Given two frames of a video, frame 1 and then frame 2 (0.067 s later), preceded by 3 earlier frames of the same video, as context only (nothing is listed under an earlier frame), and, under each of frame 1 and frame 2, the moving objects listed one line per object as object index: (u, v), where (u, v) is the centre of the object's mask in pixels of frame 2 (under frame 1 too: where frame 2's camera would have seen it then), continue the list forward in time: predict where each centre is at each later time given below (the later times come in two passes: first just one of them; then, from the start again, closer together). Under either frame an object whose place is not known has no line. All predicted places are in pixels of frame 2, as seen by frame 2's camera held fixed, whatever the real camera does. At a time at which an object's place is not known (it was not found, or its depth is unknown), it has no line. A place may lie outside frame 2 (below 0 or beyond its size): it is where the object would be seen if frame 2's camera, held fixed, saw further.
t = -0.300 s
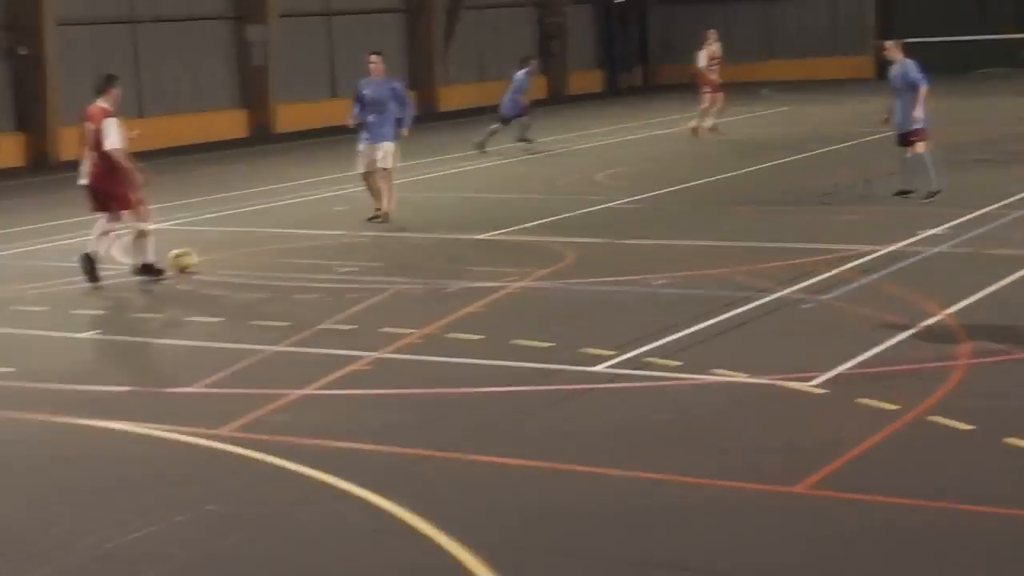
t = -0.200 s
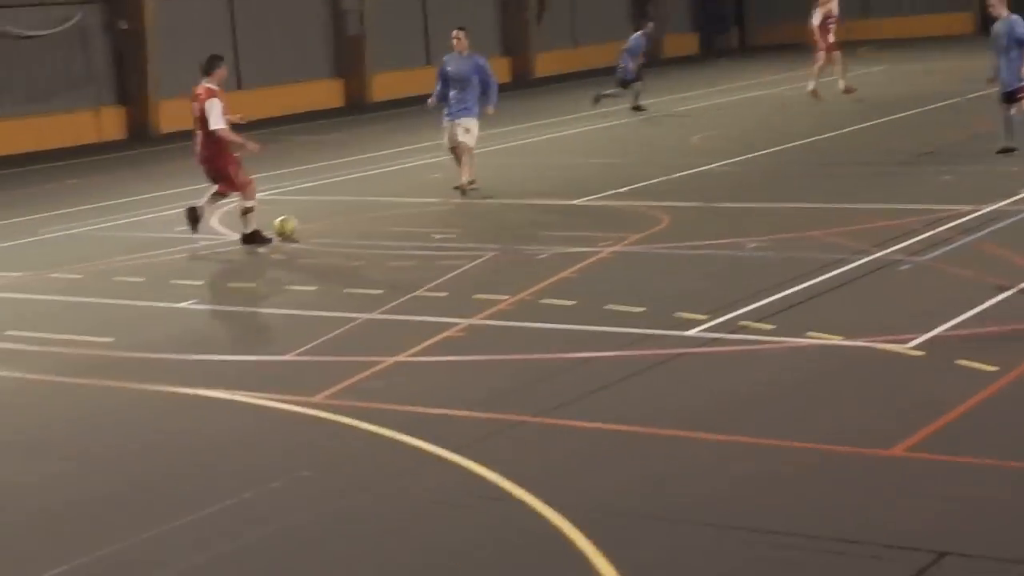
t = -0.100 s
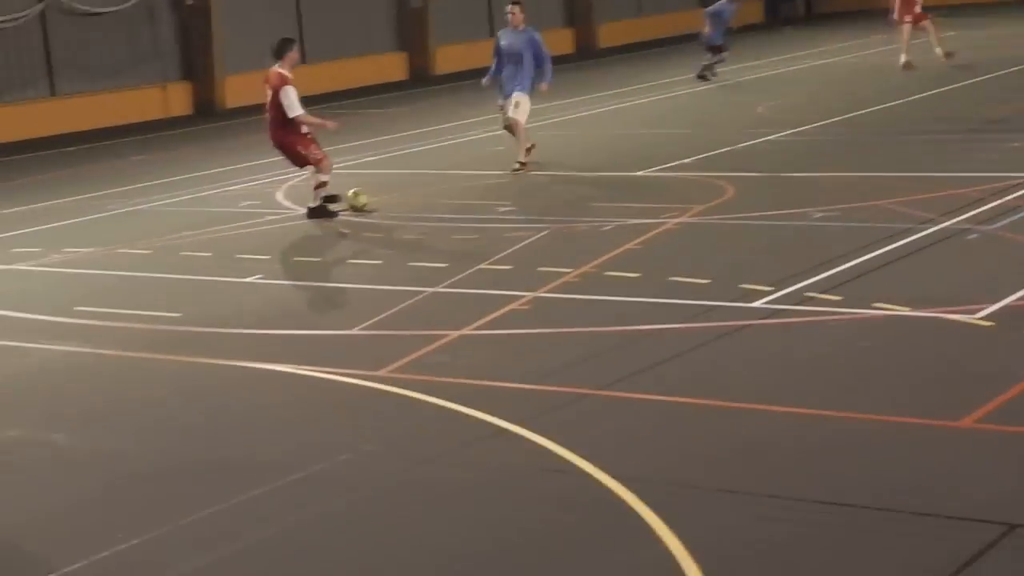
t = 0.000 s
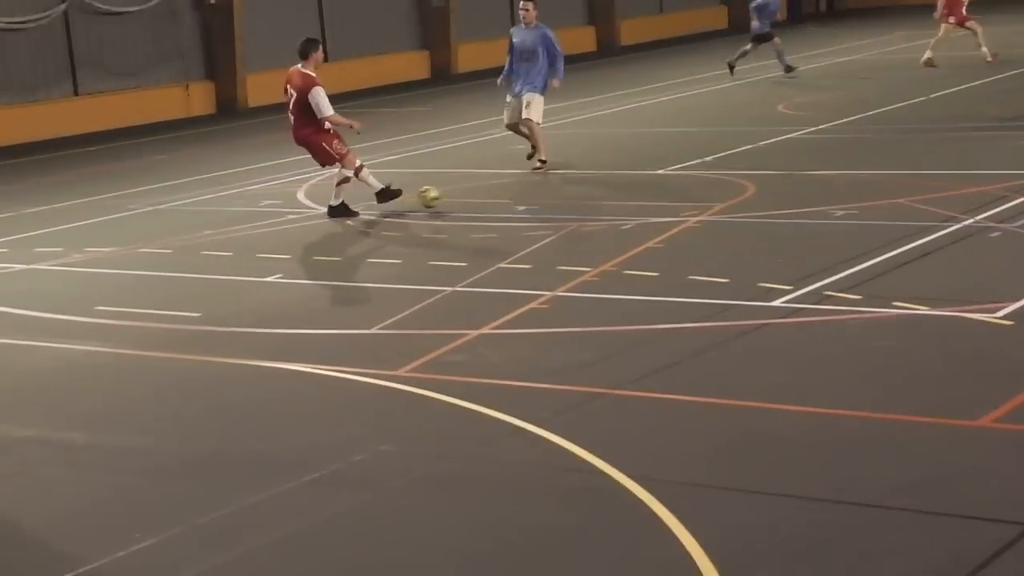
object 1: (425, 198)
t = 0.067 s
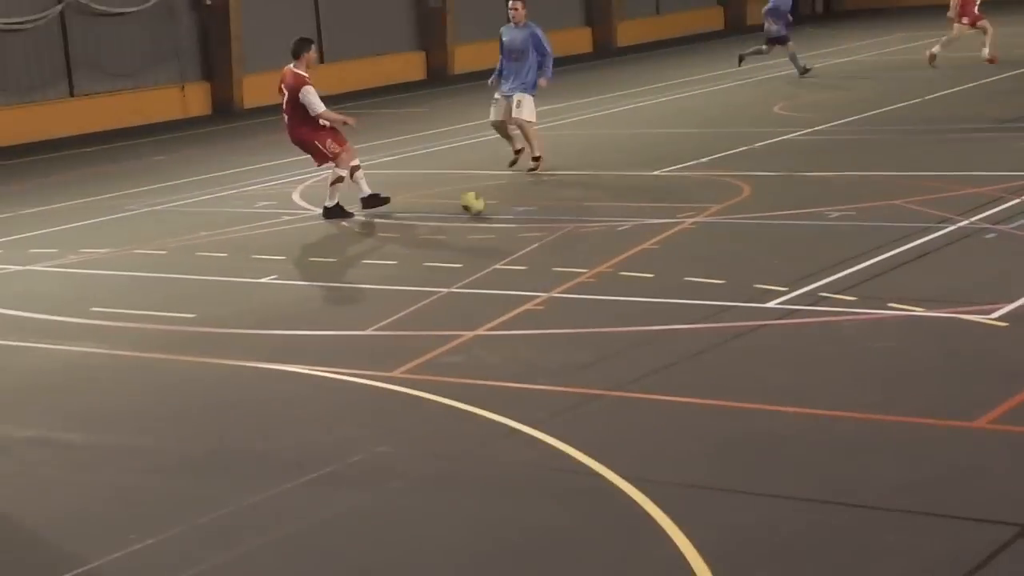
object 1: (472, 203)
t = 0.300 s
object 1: (628, 212)
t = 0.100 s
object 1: (495, 203)
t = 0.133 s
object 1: (517, 204)
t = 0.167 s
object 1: (540, 204)
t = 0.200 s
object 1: (563, 208)
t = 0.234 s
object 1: (585, 210)
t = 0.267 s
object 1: (606, 210)
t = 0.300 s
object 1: (628, 212)
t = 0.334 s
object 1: (649, 212)
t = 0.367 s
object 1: (671, 214)
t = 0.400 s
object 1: (691, 212)
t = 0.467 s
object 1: (732, 216)
